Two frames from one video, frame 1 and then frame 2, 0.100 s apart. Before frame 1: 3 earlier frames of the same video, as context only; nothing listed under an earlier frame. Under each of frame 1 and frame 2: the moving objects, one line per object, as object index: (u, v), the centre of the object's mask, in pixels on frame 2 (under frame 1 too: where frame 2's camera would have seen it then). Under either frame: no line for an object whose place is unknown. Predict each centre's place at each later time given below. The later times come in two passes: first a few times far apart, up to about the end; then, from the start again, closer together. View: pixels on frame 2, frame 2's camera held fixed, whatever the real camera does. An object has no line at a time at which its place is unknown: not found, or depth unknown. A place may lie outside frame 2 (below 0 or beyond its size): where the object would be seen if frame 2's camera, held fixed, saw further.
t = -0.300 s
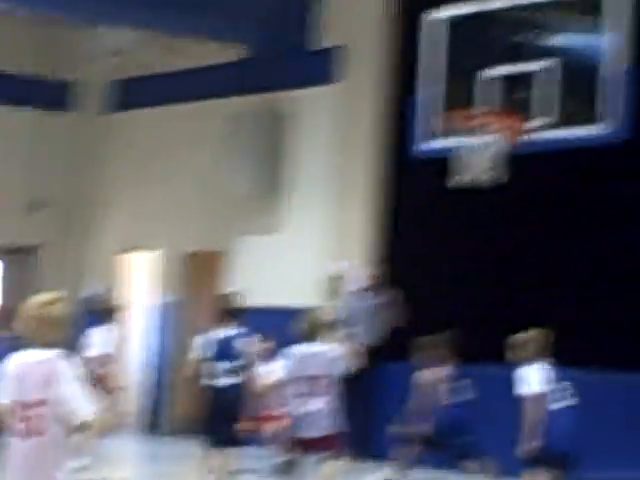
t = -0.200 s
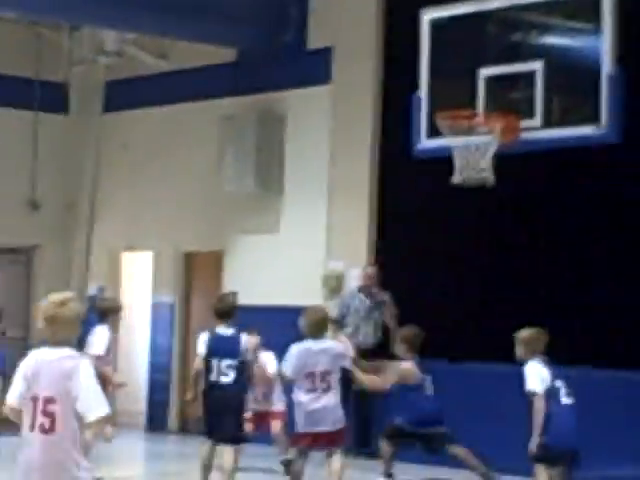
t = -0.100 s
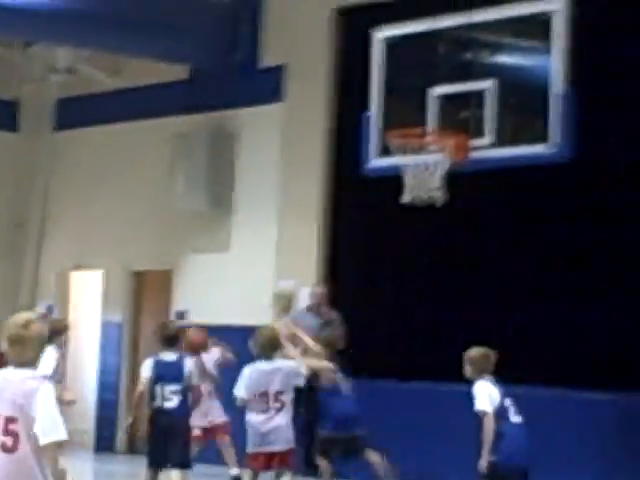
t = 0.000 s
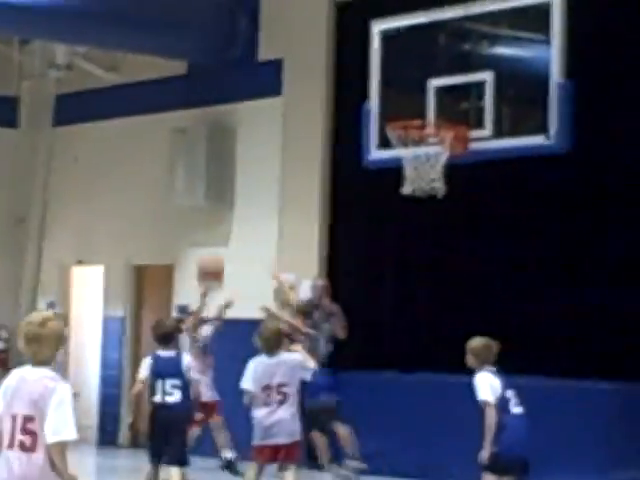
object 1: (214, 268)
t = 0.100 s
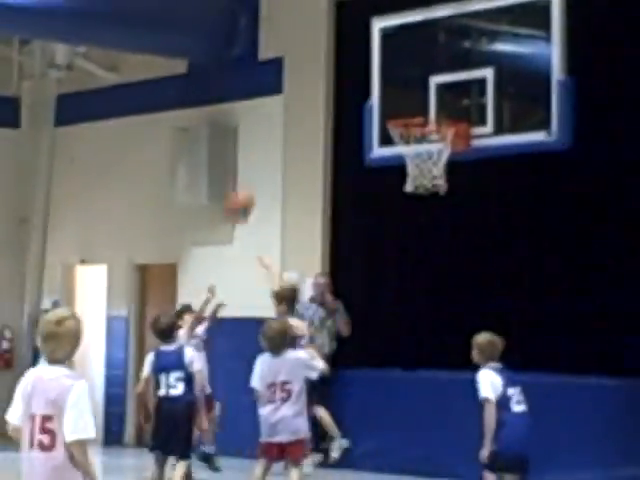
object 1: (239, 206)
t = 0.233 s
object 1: (272, 132)
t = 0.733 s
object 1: (409, 47)
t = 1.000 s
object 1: (484, 134)
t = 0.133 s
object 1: (248, 185)
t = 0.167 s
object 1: (255, 166)
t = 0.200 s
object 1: (265, 148)
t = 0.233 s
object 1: (272, 132)
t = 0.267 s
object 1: (280, 115)
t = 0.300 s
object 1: (289, 103)
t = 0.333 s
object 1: (298, 91)
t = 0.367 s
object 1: (306, 79)
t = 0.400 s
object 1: (314, 70)
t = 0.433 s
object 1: (322, 63)
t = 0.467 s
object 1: (333, 51)
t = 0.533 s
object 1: (351, 36)
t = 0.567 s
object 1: (358, 42)
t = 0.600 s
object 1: (367, 41)
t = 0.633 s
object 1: (374, 40)
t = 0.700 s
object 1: (401, 44)
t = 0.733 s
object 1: (409, 47)
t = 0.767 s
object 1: (417, 52)
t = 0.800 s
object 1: (426, 58)
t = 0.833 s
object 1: (434, 65)
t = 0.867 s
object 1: (445, 78)
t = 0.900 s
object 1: (457, 93)
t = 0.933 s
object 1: (464, 104)
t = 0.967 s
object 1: (473, 116)
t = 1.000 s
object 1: (484, 134)
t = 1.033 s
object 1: (498, 162)
